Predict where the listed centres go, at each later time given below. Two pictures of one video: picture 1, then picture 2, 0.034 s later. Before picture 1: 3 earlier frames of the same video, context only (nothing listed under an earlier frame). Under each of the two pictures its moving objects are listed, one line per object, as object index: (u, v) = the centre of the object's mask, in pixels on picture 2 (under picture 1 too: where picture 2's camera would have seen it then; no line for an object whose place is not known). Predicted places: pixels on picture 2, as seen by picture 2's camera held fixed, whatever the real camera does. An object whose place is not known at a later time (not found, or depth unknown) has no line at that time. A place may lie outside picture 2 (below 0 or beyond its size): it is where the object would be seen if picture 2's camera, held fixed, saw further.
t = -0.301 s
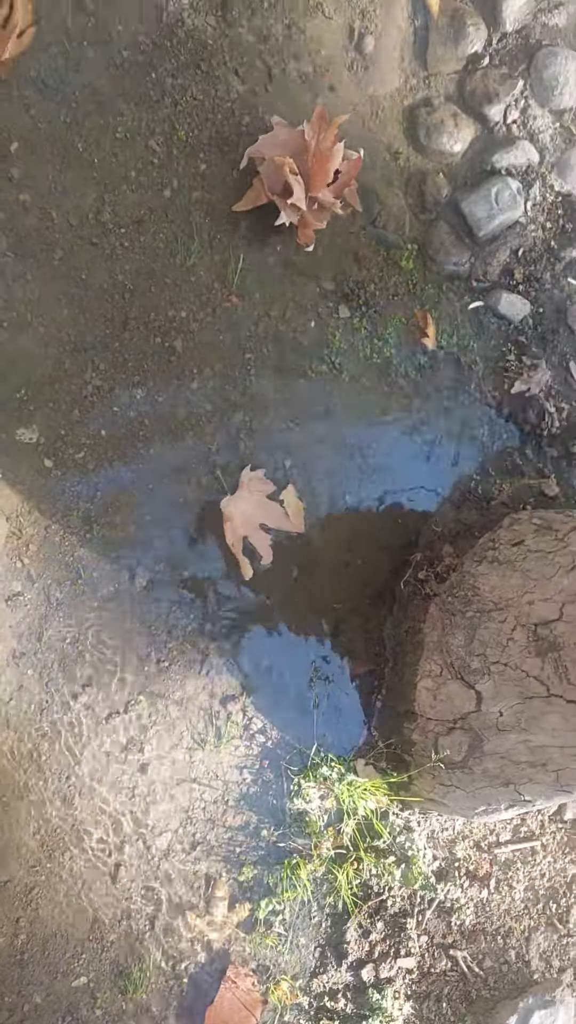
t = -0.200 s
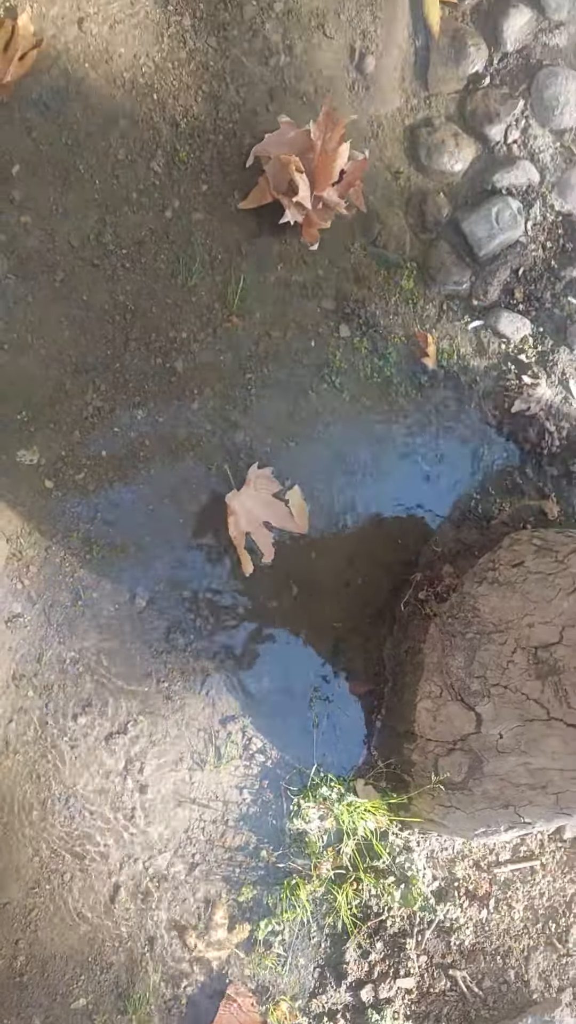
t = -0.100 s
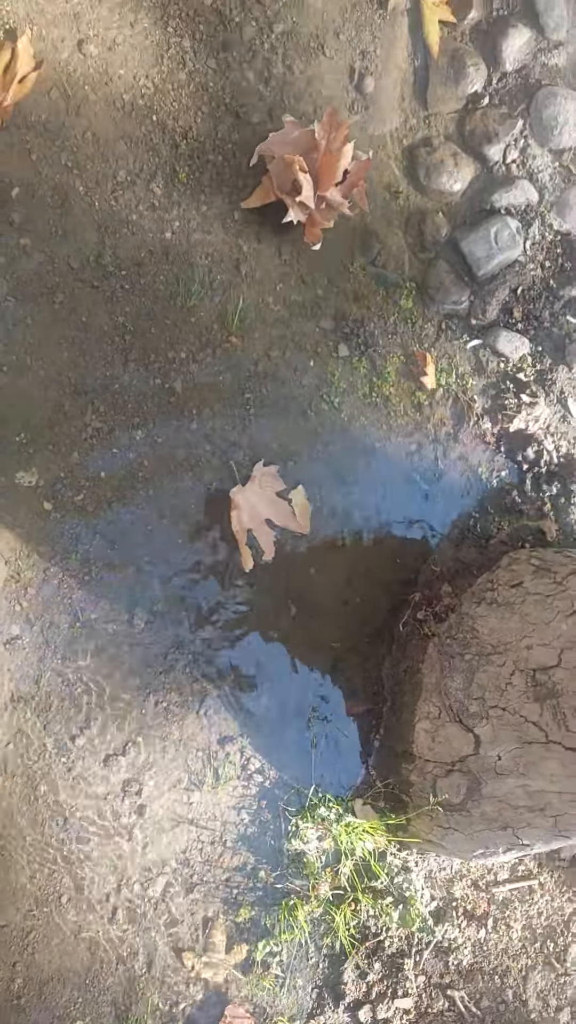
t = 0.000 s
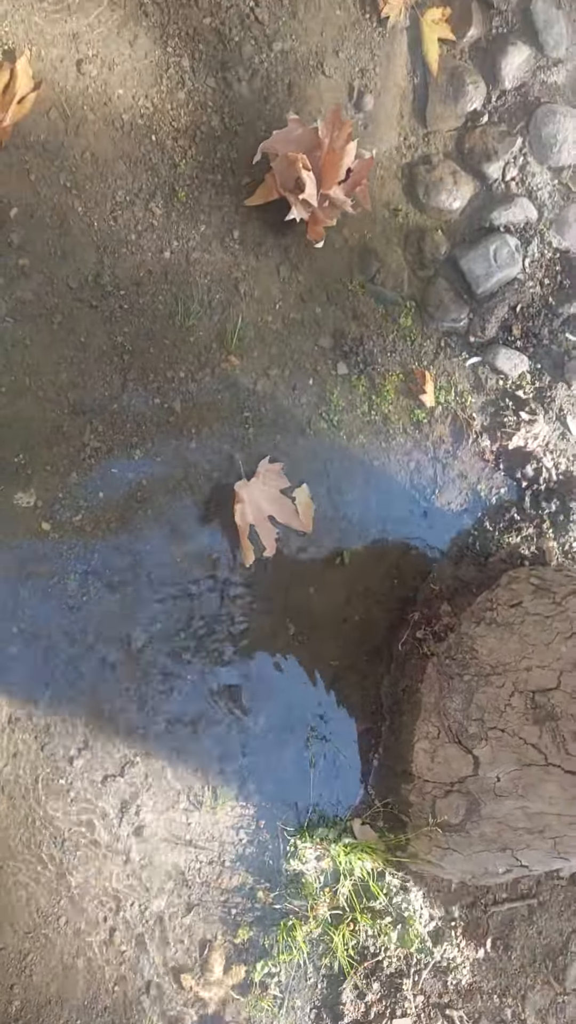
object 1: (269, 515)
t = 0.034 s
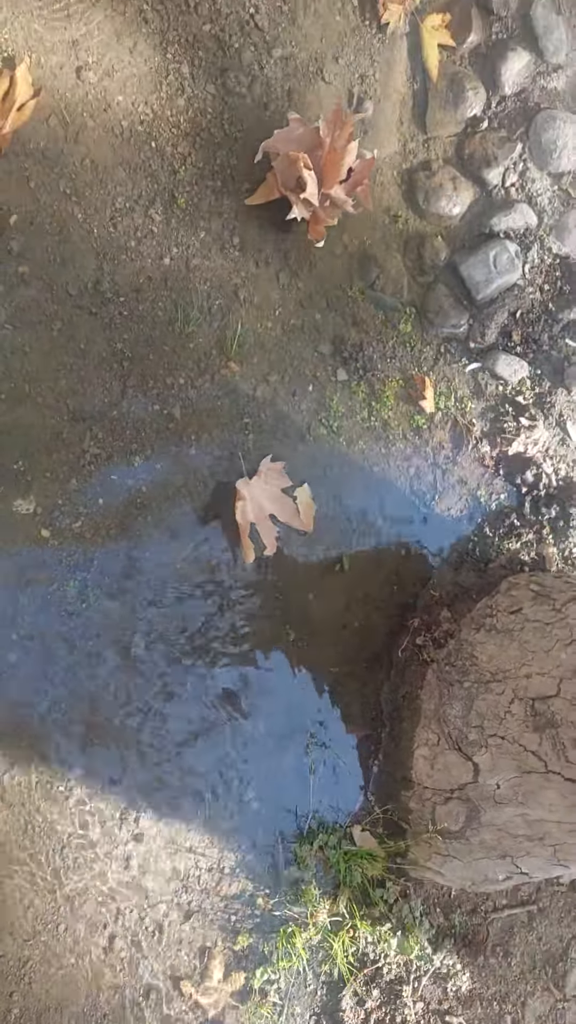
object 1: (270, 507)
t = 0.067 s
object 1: (272, 499)
